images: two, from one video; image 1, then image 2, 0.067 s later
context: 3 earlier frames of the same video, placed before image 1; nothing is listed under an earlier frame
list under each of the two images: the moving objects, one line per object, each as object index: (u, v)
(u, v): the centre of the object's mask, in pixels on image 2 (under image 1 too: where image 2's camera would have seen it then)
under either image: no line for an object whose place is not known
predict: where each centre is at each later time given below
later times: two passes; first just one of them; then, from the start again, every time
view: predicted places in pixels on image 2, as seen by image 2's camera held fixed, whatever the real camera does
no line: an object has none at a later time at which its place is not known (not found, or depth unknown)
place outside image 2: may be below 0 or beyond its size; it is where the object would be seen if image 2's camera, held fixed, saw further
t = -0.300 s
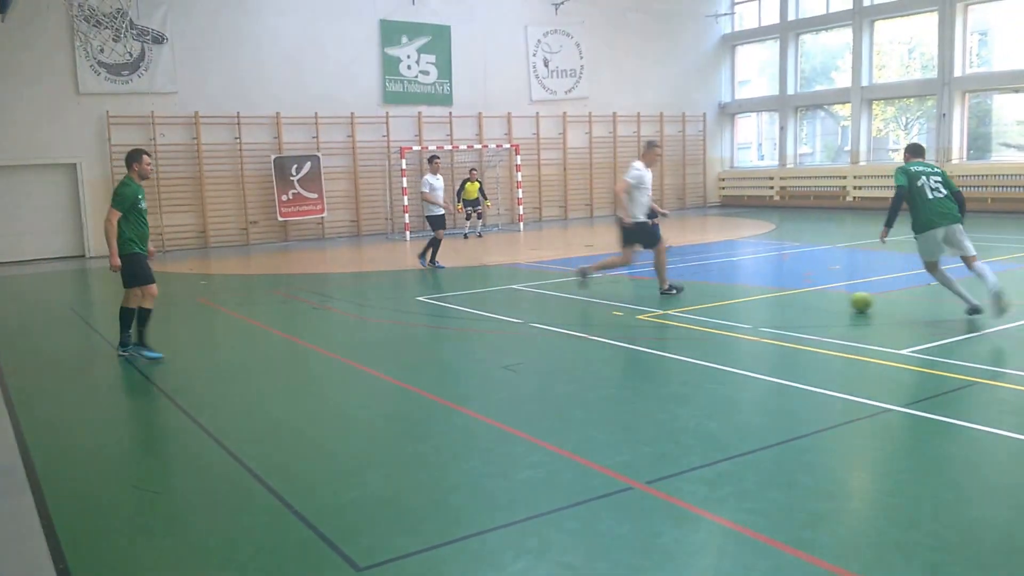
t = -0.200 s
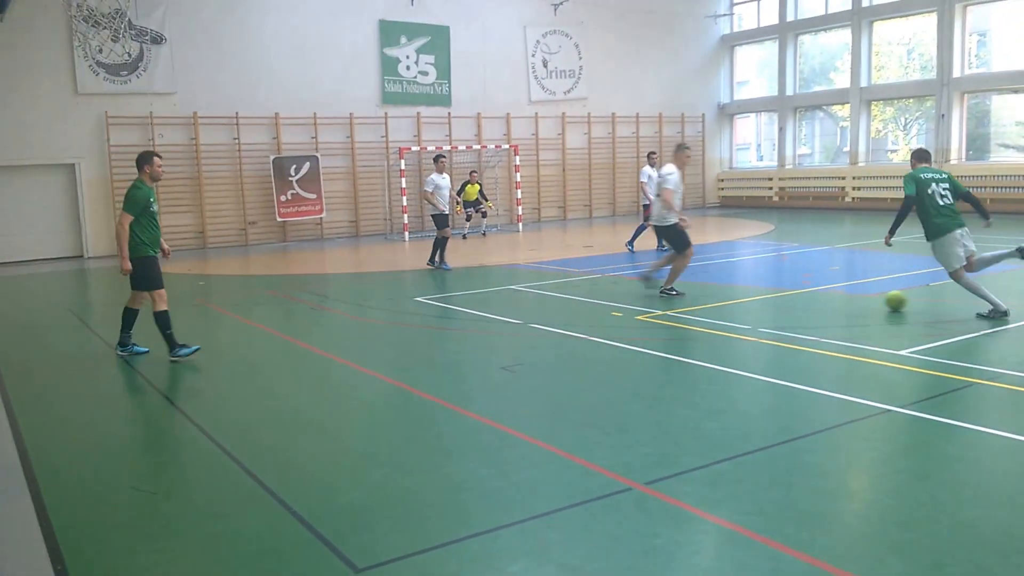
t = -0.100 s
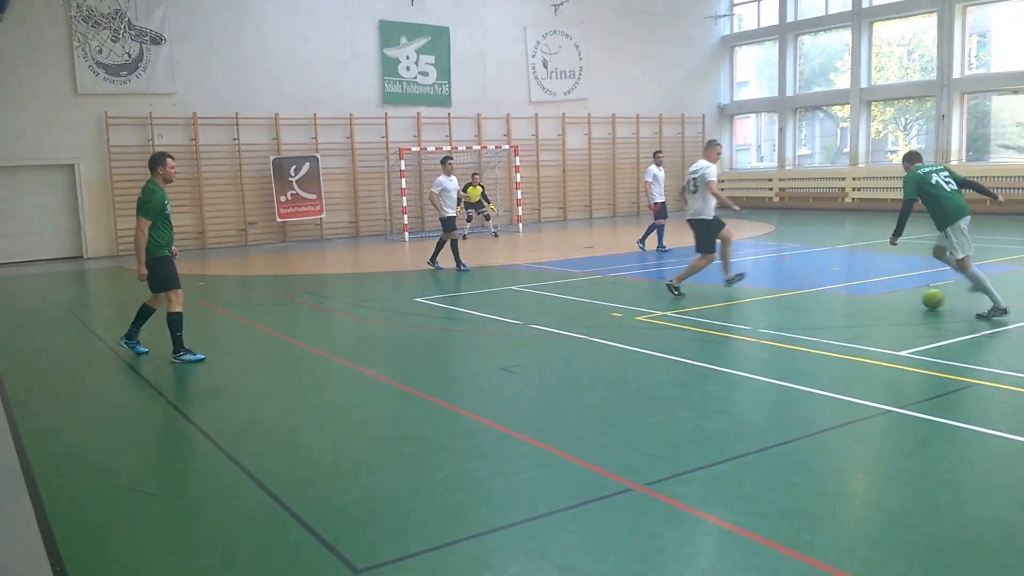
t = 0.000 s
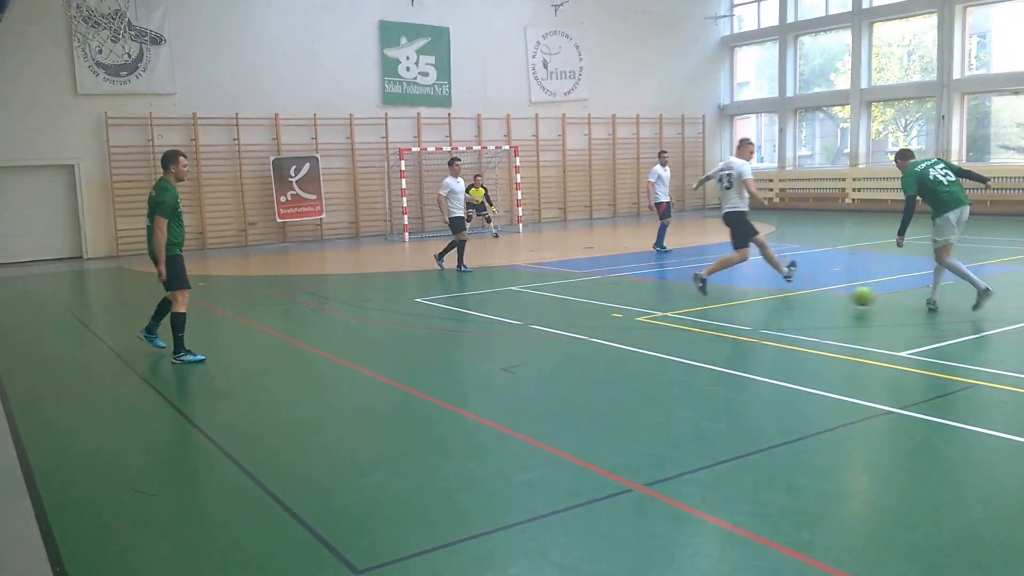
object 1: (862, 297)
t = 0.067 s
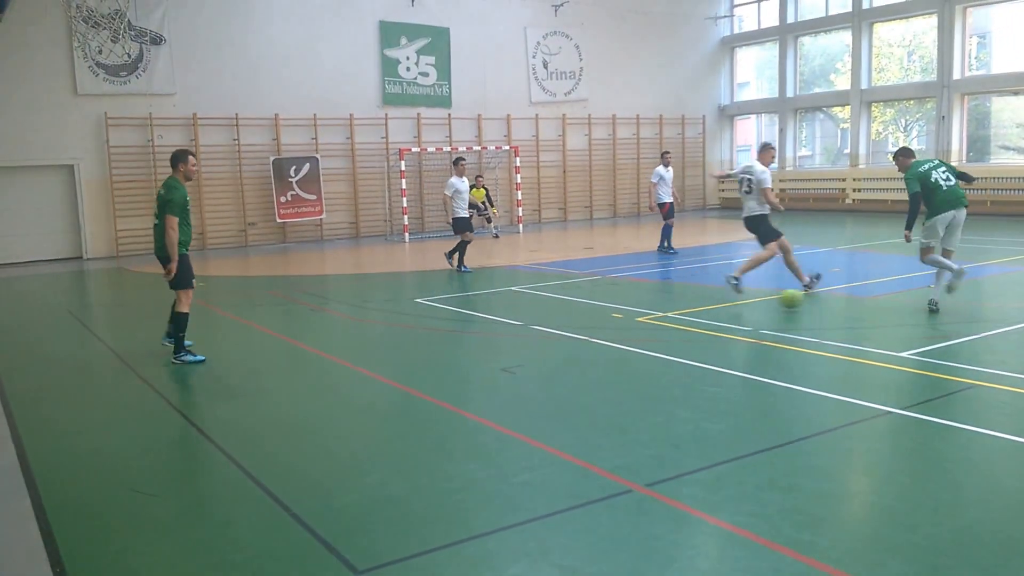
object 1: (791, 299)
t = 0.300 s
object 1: (569, 303)
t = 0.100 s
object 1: (755, 300)
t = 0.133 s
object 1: (721, 300)
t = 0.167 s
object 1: (689, 300)
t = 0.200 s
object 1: (657, 301)
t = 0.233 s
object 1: (627, 302)
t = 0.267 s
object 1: (598, 303)
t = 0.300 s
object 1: (569, 303)
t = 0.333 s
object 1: (541, 304)
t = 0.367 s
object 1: (512, 304)
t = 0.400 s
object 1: (486, 304)
